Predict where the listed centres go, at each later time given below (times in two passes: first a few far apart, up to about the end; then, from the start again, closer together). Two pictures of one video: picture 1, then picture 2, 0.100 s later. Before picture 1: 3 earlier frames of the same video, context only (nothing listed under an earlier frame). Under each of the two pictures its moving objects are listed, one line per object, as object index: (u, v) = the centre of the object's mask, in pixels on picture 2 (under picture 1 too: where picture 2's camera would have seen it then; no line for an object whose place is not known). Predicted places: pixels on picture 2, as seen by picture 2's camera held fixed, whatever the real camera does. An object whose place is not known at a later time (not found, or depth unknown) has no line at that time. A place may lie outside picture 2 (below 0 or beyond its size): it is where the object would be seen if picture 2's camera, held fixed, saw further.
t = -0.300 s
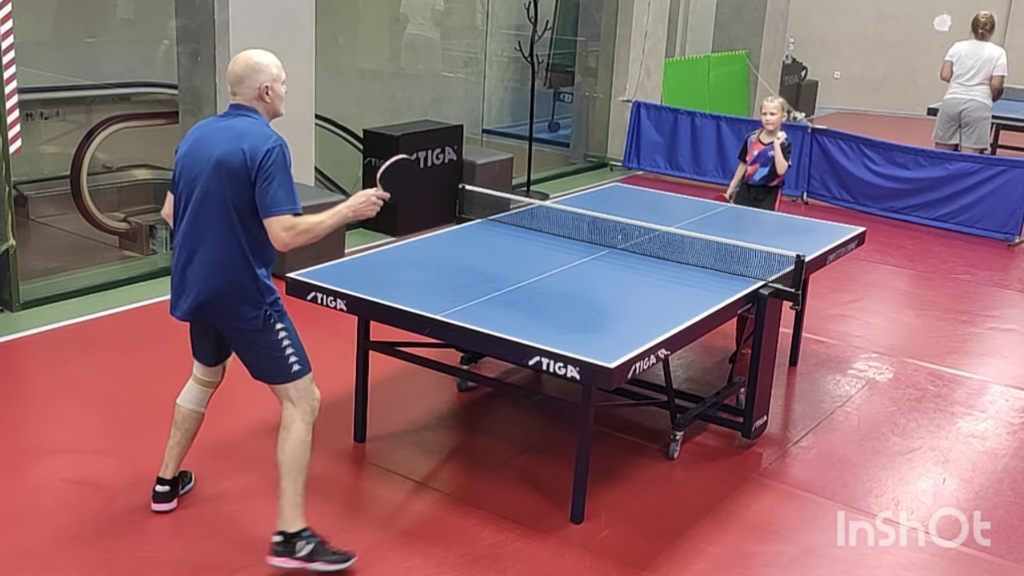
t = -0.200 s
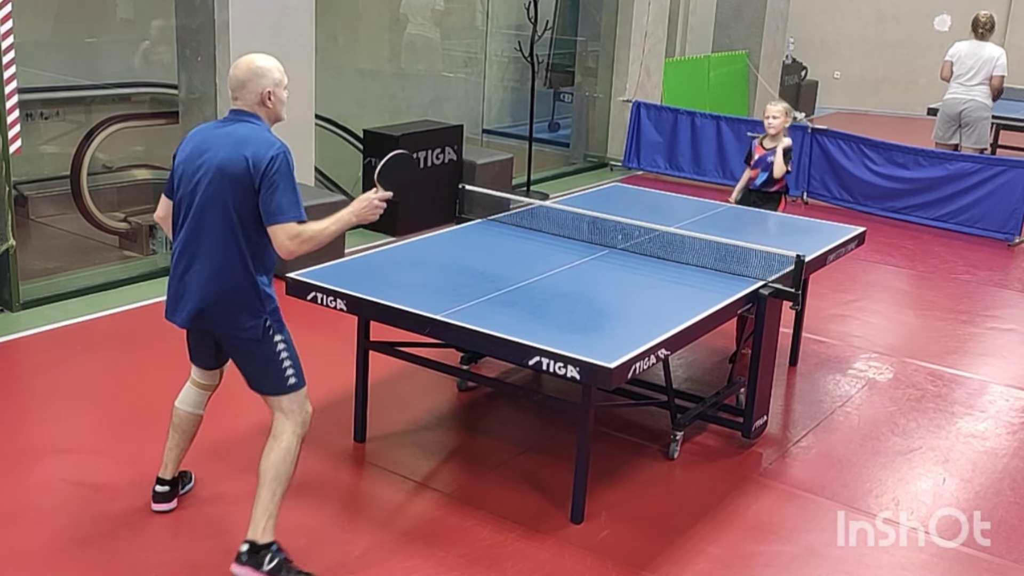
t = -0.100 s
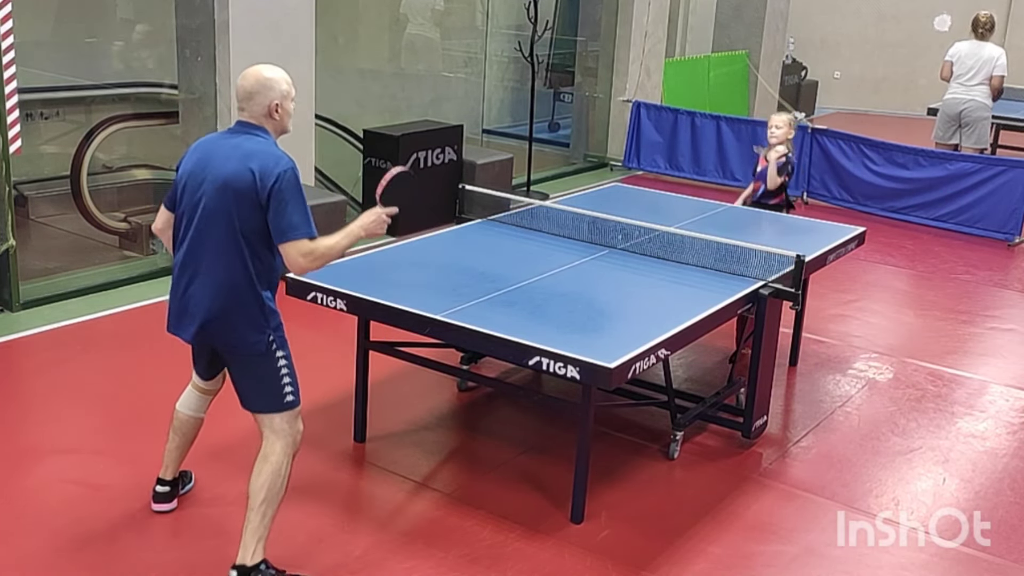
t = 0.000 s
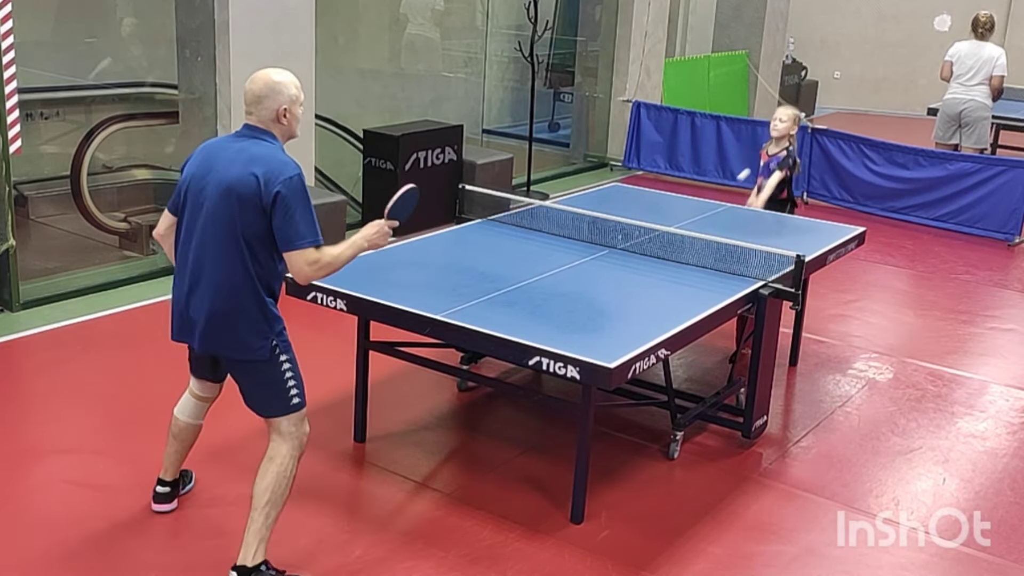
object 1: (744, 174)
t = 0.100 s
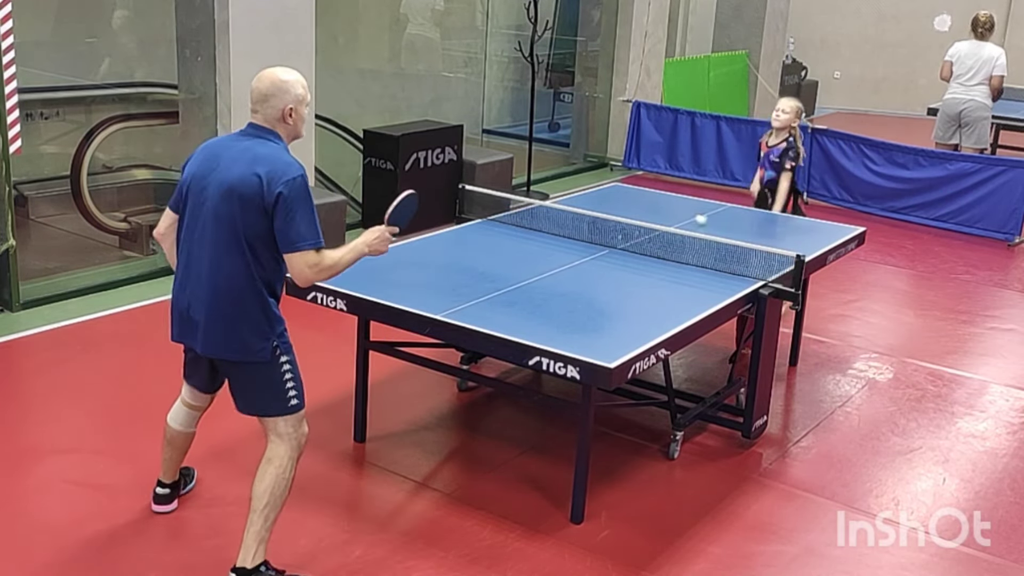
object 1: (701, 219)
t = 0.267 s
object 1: (644, 208)
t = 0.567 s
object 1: (523, 279)
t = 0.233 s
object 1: (657, 206)
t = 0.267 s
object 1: (644, 208)
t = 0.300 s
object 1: (632, 213)
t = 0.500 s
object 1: (544, 292)
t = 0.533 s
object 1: (533, 285)
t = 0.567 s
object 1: (523, 279)
